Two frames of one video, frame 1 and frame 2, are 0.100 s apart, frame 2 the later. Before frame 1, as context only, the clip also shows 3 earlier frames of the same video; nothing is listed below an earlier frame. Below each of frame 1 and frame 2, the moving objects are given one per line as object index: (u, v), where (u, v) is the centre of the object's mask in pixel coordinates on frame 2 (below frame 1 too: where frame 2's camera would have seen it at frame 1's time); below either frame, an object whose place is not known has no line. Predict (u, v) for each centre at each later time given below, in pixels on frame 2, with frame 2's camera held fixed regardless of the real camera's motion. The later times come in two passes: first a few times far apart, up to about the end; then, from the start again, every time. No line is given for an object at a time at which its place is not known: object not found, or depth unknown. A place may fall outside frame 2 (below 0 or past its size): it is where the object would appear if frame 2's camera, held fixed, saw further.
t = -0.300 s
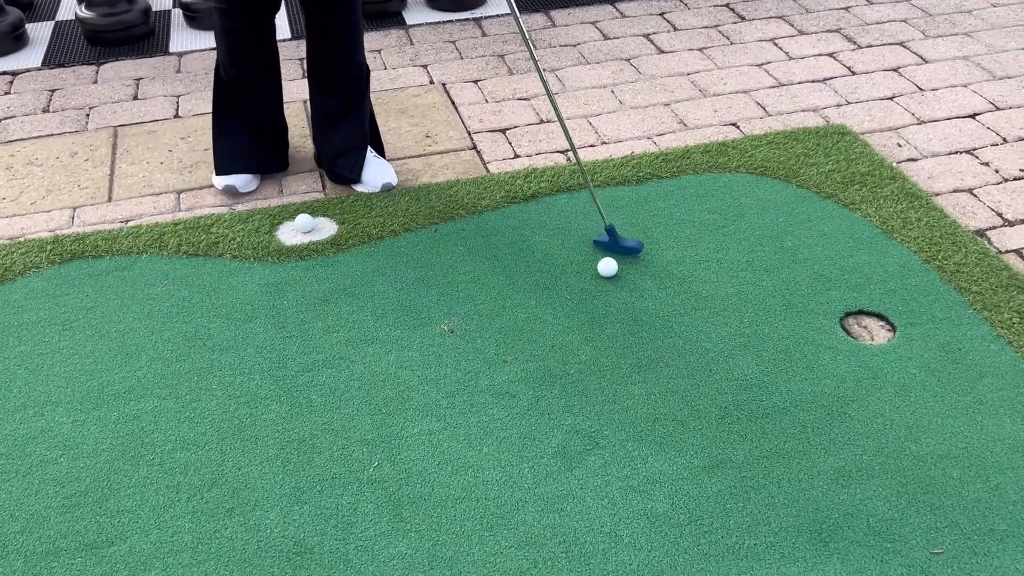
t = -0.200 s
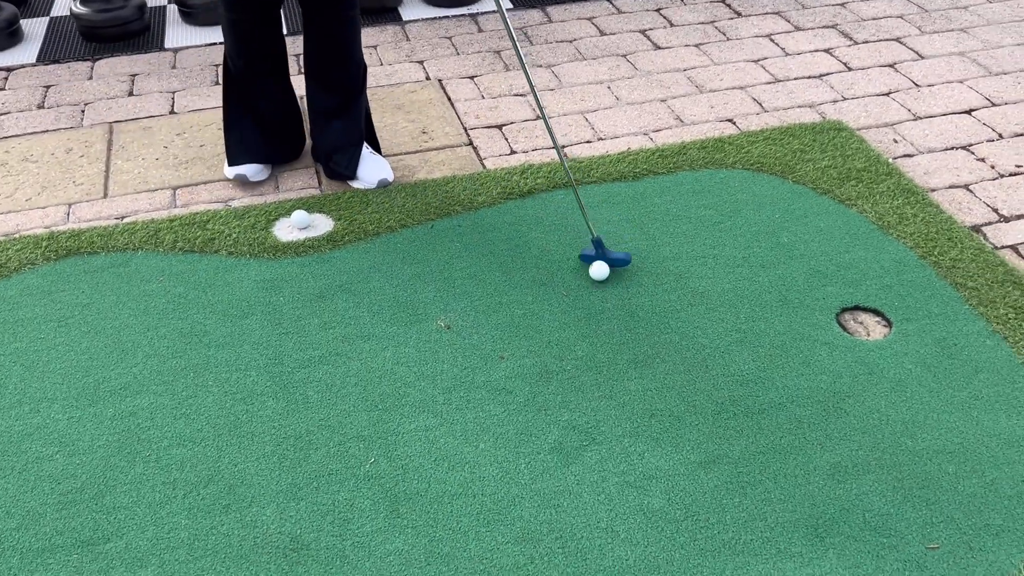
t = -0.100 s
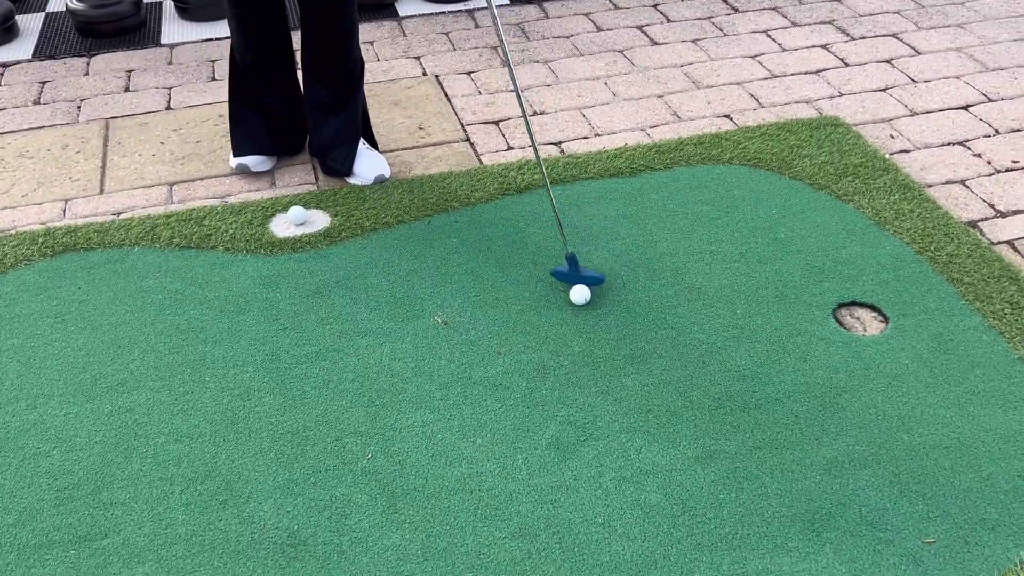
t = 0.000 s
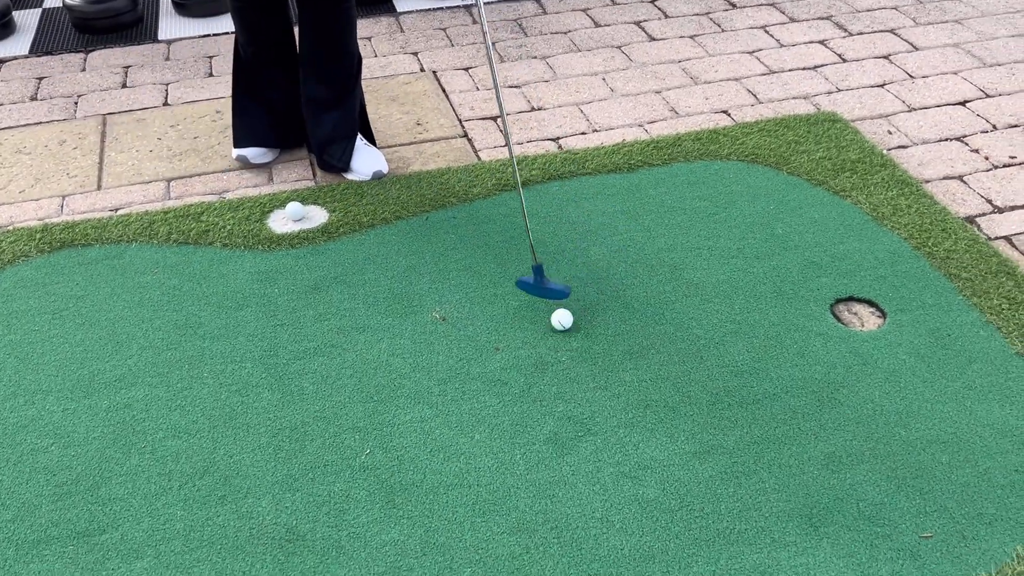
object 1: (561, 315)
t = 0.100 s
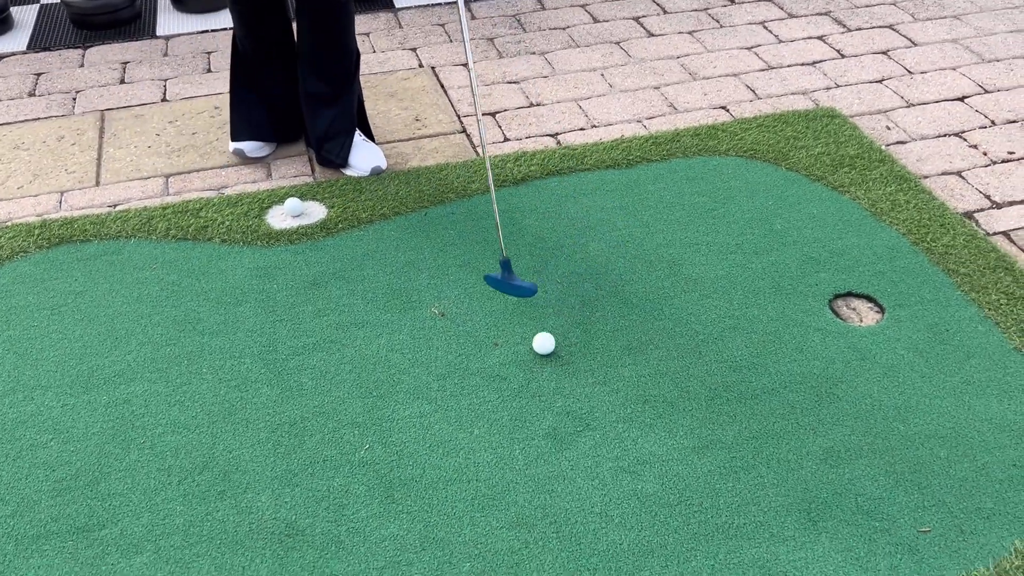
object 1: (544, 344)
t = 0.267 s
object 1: (514, 396)
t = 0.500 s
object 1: (466, 472)
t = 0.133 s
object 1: (538, 353)
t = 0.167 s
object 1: (533, 364)
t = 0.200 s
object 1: (527, 374)
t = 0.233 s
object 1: (521, 385)
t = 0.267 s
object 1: (514, 396)
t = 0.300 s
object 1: (508, 407)
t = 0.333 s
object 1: (501, 417)
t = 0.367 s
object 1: (494, 428)
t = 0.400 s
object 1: (487, 439)
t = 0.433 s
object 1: (481, 450)
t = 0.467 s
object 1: (473, 462)
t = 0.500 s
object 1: (466, 472)
